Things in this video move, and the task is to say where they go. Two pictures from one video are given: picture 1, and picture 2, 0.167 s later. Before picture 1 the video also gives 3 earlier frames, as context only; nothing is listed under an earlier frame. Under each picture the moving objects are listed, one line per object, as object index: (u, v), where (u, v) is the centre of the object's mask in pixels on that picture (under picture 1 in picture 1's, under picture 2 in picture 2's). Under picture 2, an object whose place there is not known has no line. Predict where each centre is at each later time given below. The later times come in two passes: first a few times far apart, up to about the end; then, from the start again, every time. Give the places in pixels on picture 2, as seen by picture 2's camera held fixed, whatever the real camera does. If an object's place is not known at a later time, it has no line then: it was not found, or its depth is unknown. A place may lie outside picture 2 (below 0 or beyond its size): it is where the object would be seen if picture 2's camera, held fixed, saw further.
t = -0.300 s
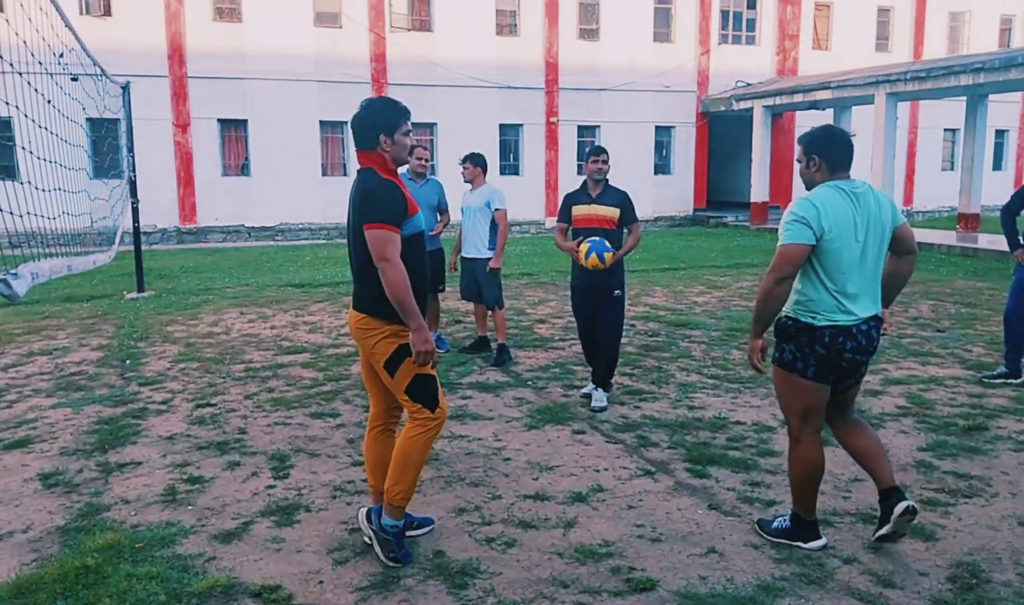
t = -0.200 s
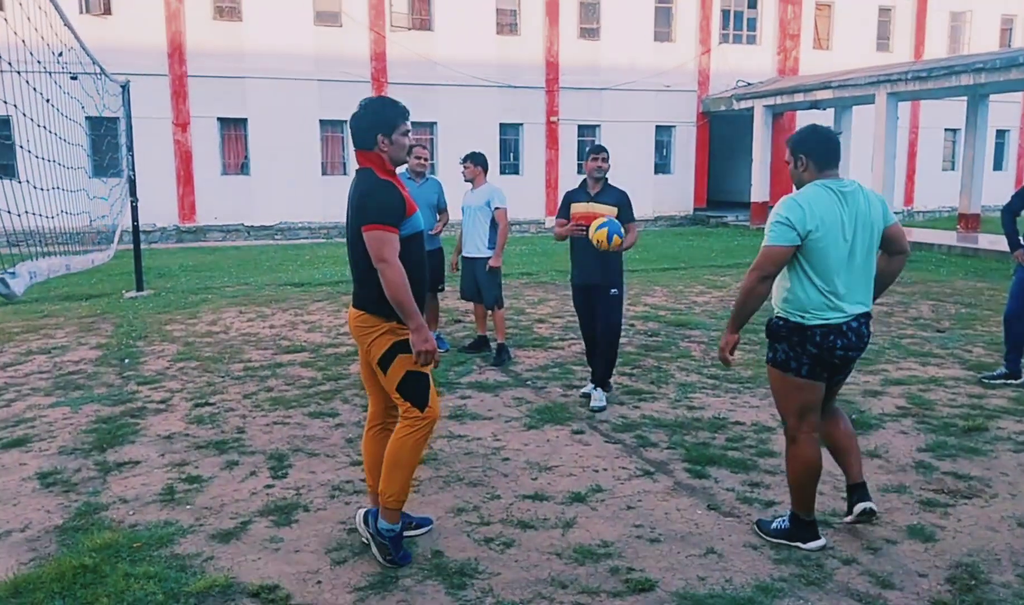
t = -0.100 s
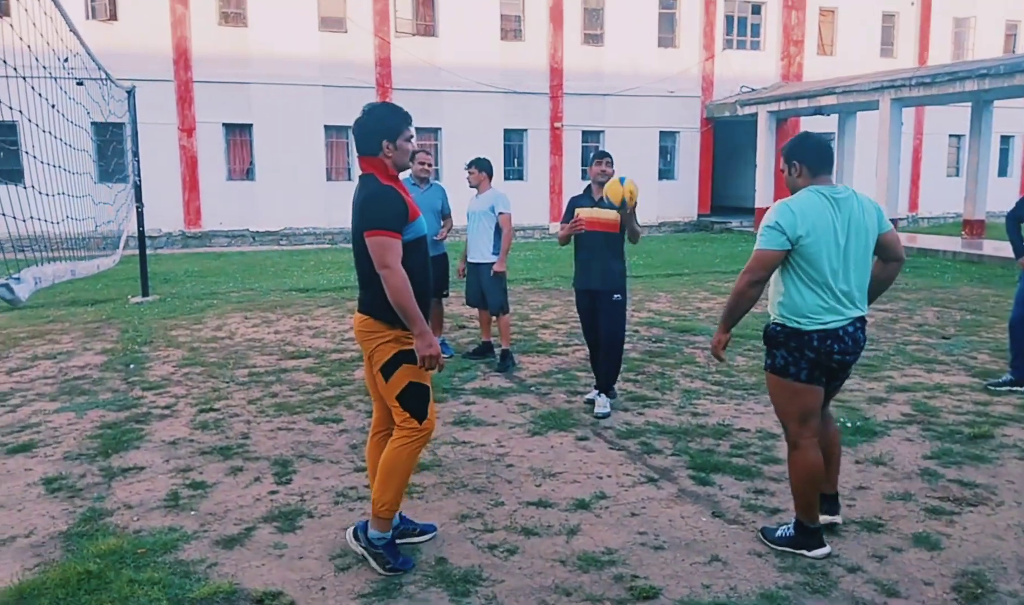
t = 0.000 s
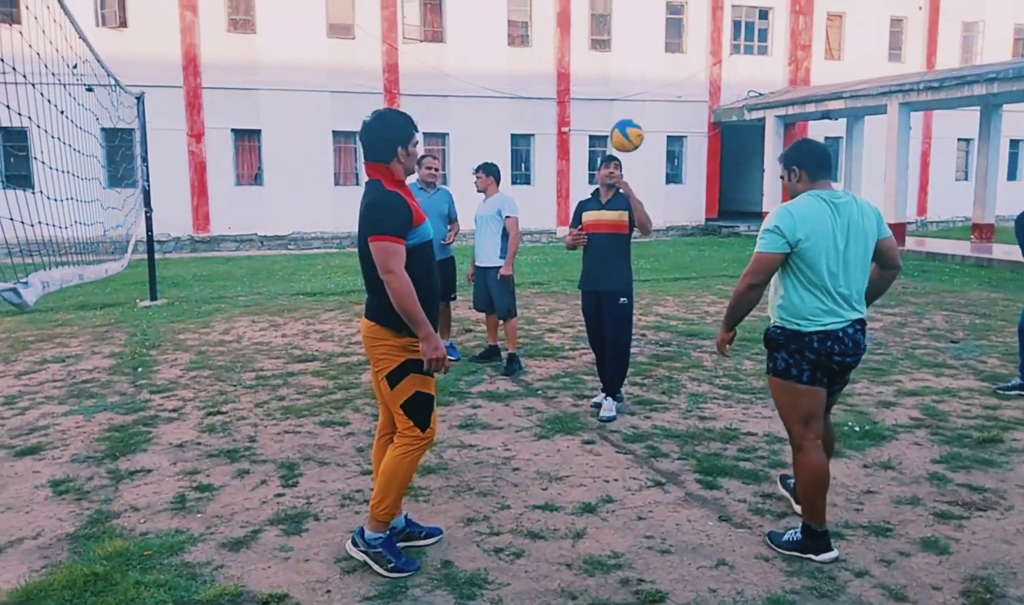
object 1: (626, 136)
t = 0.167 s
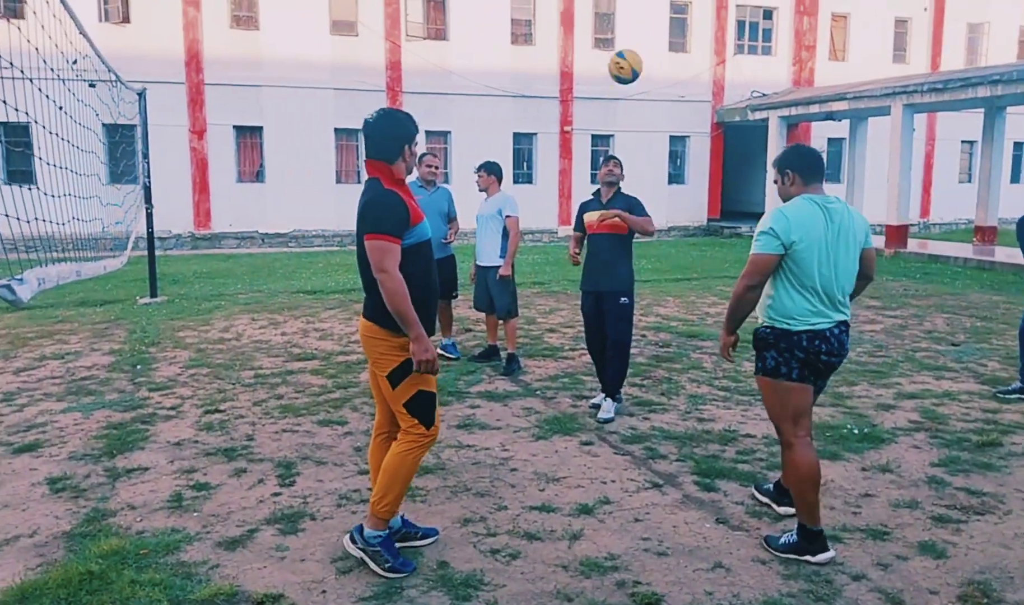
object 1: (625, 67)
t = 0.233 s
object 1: (623, 53)
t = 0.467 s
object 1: (615, 60)
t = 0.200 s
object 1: (624, 59)
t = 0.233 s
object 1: (623, 53)
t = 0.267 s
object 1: (623, 48)
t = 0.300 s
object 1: (621, 45)
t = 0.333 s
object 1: (620, 45)
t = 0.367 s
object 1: (619, 46)
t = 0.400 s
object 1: (617, 49)
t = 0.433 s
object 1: (616, 53)
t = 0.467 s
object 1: (615, 60)
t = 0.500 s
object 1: (614, 68)
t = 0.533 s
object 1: (612, 77)
